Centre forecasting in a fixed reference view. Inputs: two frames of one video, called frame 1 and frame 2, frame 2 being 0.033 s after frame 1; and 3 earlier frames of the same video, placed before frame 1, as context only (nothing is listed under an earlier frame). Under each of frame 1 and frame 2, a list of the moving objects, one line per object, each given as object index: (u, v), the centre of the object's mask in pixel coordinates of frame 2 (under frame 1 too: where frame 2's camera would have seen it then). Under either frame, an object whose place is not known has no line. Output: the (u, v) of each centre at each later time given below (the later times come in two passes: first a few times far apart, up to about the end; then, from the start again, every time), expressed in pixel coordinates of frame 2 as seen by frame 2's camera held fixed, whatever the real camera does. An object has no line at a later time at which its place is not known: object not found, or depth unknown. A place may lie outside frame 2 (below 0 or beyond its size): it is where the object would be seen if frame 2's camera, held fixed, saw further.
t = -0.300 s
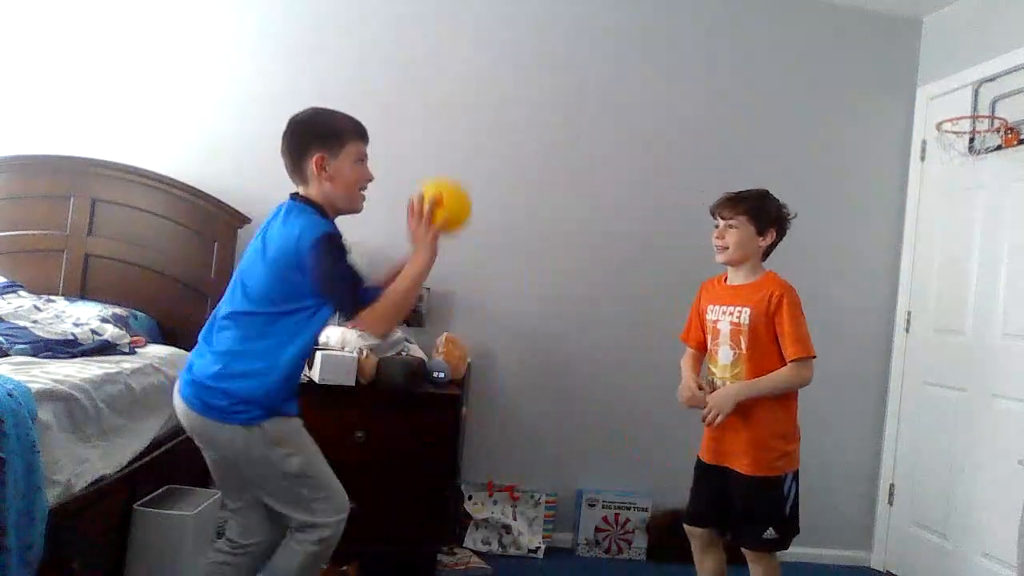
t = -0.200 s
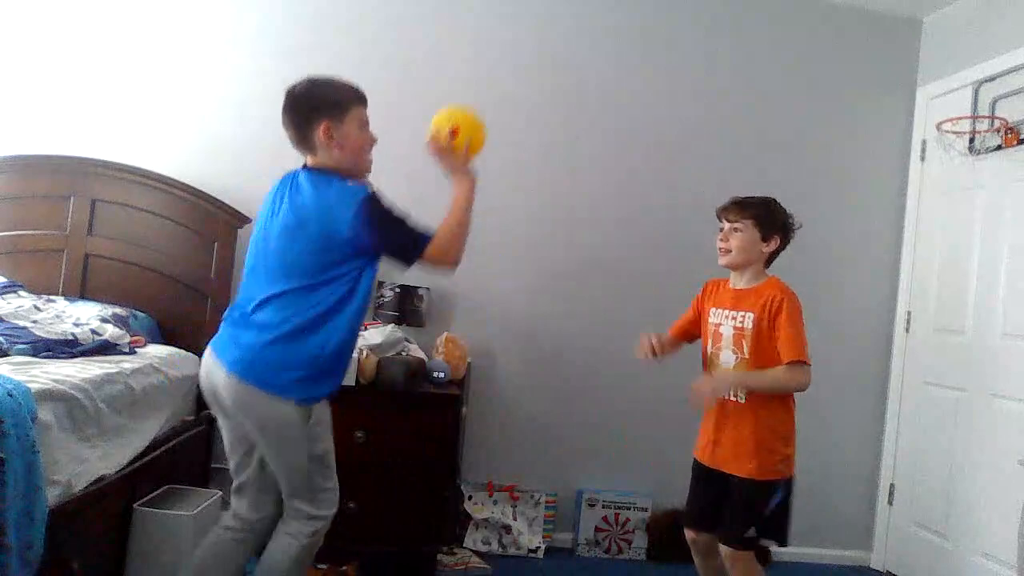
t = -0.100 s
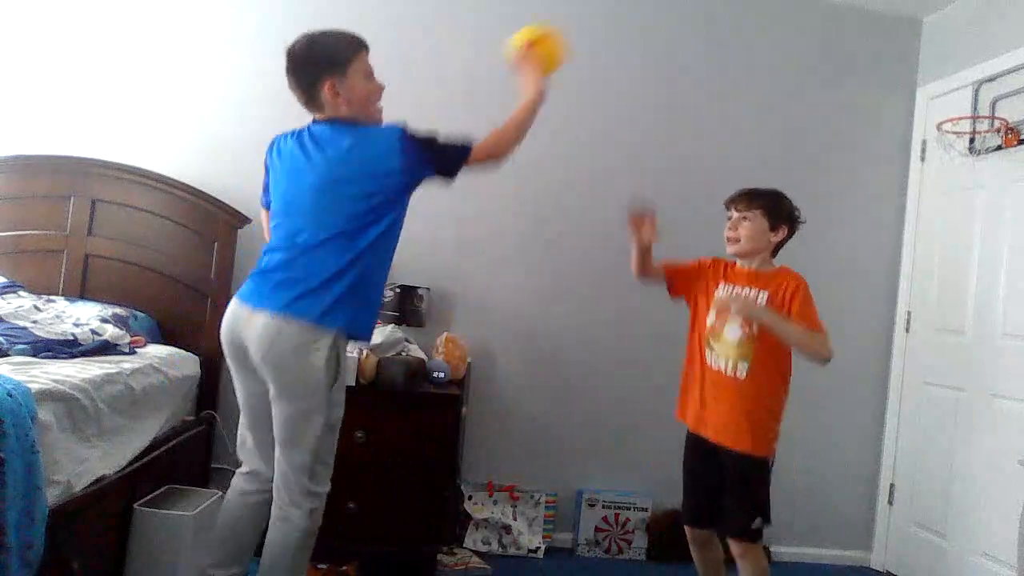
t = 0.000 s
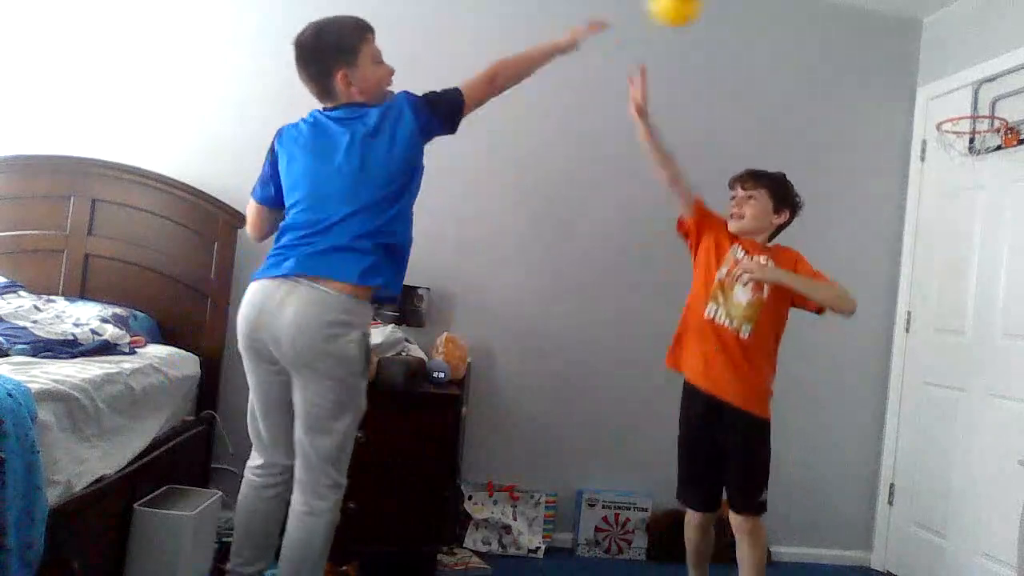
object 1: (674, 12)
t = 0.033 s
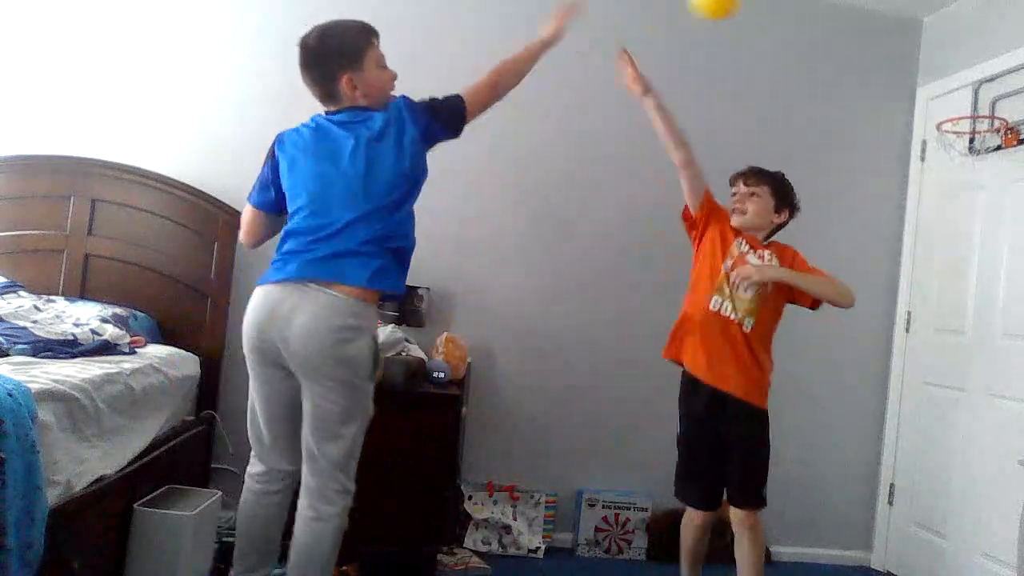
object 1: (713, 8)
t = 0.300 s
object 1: (935, 55)
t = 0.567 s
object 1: (909, 82)
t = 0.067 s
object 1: (750, 7)
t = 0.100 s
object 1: (783, 7)
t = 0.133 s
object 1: (814, 9)
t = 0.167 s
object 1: (842, 11)
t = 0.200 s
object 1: (868, 15)
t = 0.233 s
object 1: (893, 24)
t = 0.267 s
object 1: (913, 39)
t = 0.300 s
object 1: (935, 55)
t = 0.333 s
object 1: (954, 73)
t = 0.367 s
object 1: (973, 95)
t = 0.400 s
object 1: (980, 113)
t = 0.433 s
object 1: (964, 103)
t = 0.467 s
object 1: (950, 94)
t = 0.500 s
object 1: (937, 88)
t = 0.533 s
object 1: (923, 83)
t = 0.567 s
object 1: (909, 82)
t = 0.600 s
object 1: (894, 82)
